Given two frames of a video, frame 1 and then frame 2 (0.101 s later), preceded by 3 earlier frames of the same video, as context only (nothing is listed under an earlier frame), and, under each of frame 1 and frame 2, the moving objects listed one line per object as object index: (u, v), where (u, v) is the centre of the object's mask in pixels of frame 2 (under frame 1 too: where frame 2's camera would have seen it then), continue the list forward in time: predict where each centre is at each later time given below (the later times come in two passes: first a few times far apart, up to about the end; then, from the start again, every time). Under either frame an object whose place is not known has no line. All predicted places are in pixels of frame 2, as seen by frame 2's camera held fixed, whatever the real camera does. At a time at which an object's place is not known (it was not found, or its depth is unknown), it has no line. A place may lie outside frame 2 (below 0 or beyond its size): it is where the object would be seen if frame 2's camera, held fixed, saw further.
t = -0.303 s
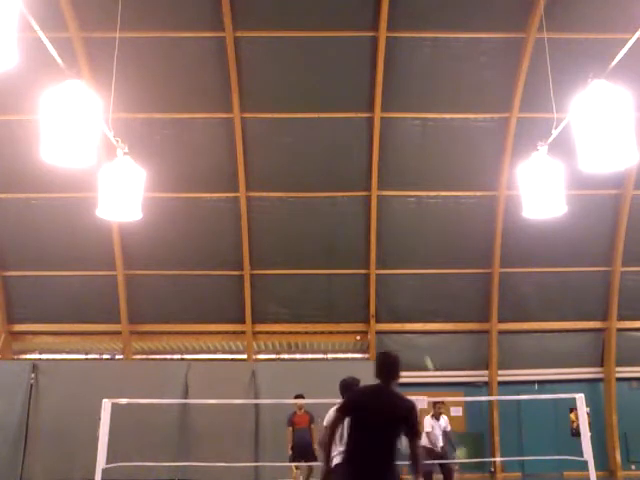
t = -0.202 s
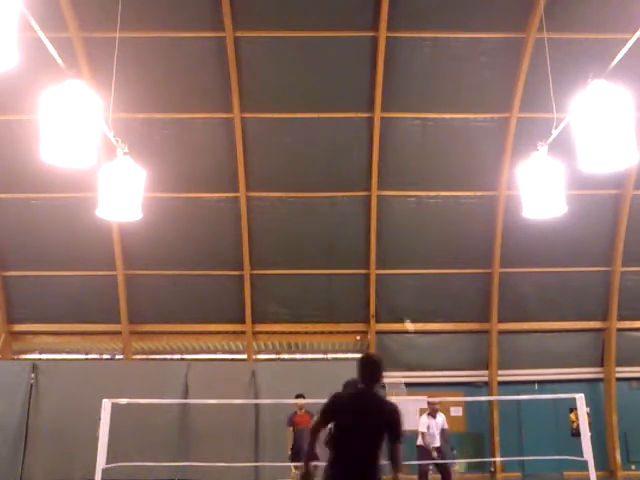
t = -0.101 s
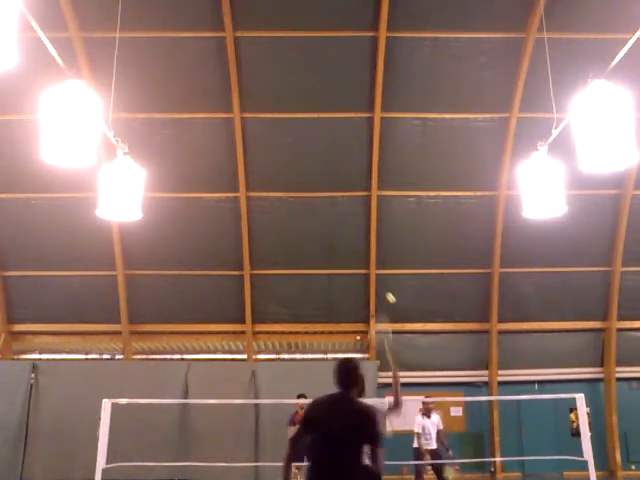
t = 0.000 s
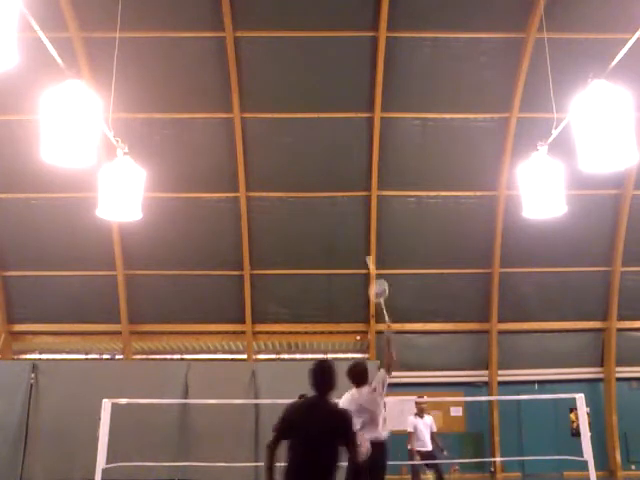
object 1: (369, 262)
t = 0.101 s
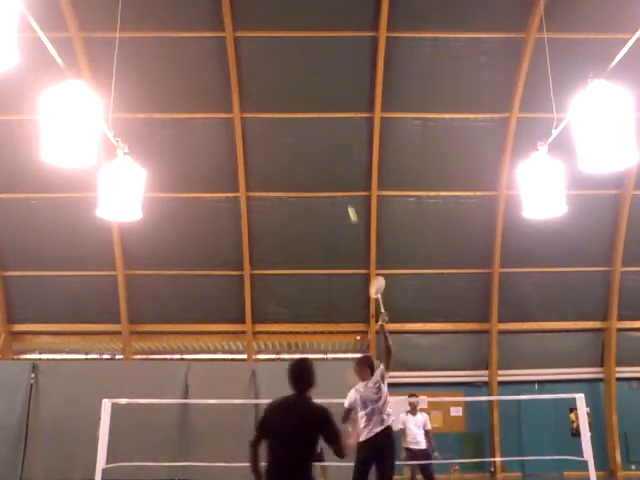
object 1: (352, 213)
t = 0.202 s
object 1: (337, 183)
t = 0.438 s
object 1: (305, 140)
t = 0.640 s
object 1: (279, 148)
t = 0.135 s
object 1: (347, 201)
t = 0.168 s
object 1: (342, 190)
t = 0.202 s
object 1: (337, 183)
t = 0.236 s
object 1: (330, 174)
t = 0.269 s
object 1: (324, 166)
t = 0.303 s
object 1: (319, 158)
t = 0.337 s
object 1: (315, 151)
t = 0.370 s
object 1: (312, 146)
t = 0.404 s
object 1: (310, 142)
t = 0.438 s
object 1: (305, 140)
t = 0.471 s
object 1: (301, 139)
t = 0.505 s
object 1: (296, 140)
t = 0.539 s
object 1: (291, 140)
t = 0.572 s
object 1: (287, 142)
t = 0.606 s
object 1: (283, 144)
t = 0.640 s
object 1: (279, 148)
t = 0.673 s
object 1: (274, 151)
